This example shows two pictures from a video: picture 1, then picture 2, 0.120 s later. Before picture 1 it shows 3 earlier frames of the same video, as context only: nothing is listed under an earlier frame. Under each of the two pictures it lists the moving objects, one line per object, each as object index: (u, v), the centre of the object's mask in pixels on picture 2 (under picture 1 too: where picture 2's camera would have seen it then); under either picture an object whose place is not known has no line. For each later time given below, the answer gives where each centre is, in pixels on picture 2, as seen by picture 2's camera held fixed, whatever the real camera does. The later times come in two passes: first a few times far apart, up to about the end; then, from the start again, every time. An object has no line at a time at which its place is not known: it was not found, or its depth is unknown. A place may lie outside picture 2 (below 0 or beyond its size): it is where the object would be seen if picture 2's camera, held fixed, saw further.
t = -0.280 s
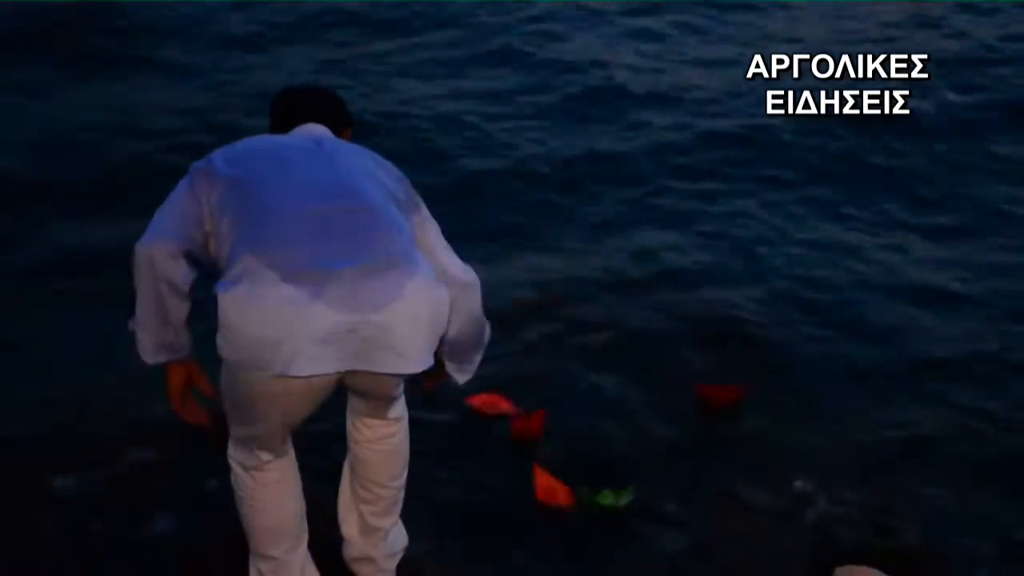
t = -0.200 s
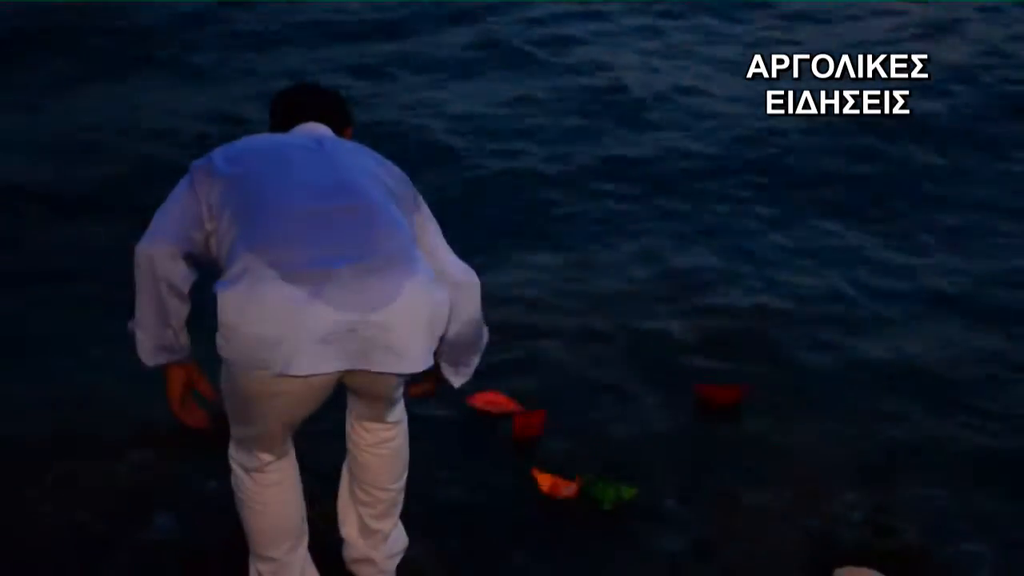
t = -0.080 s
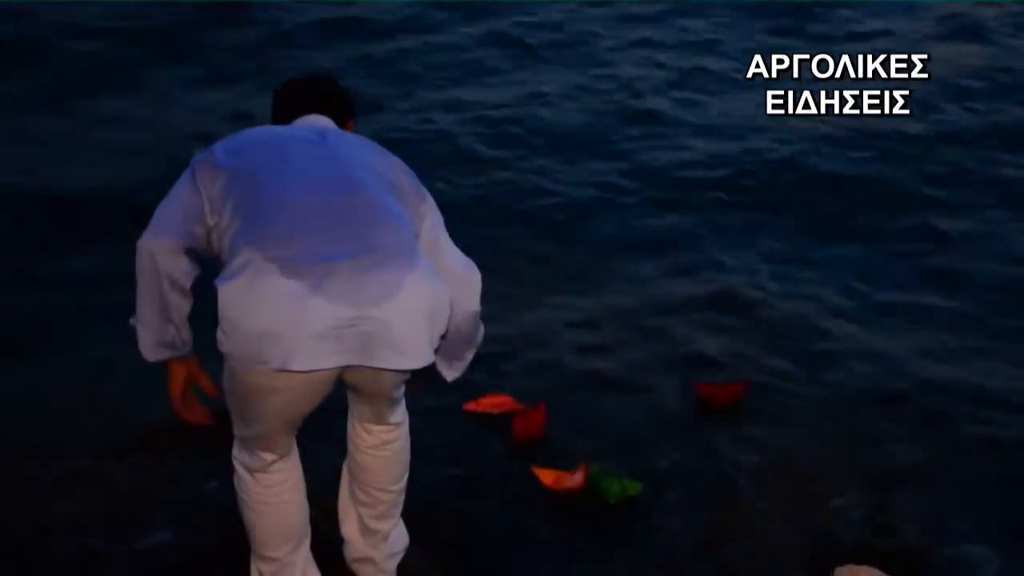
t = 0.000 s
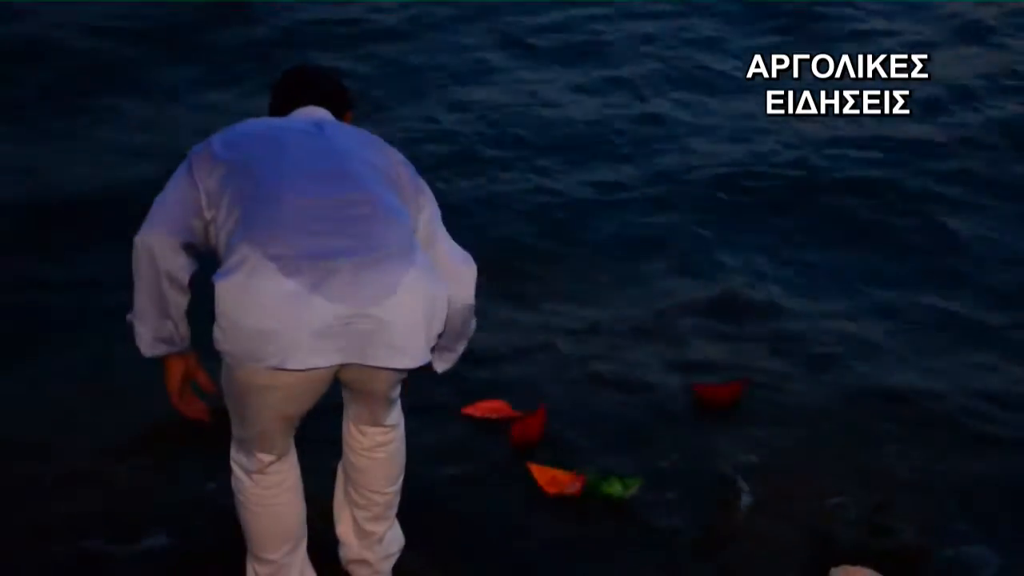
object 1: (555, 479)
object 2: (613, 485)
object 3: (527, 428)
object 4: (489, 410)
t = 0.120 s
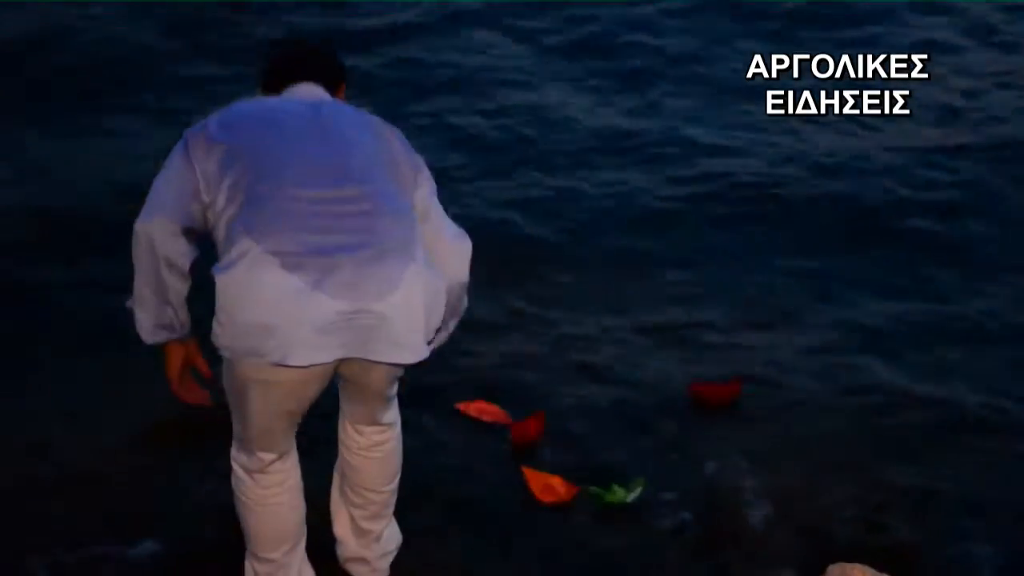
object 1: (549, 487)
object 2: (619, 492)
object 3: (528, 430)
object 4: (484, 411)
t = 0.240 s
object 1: (548, 488)
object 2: (616, 498)
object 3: (519, 432)
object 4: (478, 410)
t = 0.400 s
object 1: (547, 487)
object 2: (606, 495)
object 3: (511, 432)
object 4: (474, 409)
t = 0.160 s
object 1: (548, 488)
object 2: (620, 495)
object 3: (525, 431)
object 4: (483, 411)
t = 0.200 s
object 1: (548, 489)
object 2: (618, 497)
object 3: (523, 431)
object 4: (481, 410)
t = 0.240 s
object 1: (548, 488)
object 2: (616, 498)
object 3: (519, 432)
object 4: (478, 410)
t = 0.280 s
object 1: (548, 486)
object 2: (613, 496)
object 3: (516, 432)
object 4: (476, 409)
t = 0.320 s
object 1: (549, 485)
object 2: (612, 495)
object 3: (515, 432)
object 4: (476, 409)
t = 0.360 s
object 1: (549, 485)
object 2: (609, 494)
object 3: (512, 433)
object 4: (475, 409)
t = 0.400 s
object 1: (547, 487)
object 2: (606, 495)
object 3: (511, 432)
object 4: (474, 409)
